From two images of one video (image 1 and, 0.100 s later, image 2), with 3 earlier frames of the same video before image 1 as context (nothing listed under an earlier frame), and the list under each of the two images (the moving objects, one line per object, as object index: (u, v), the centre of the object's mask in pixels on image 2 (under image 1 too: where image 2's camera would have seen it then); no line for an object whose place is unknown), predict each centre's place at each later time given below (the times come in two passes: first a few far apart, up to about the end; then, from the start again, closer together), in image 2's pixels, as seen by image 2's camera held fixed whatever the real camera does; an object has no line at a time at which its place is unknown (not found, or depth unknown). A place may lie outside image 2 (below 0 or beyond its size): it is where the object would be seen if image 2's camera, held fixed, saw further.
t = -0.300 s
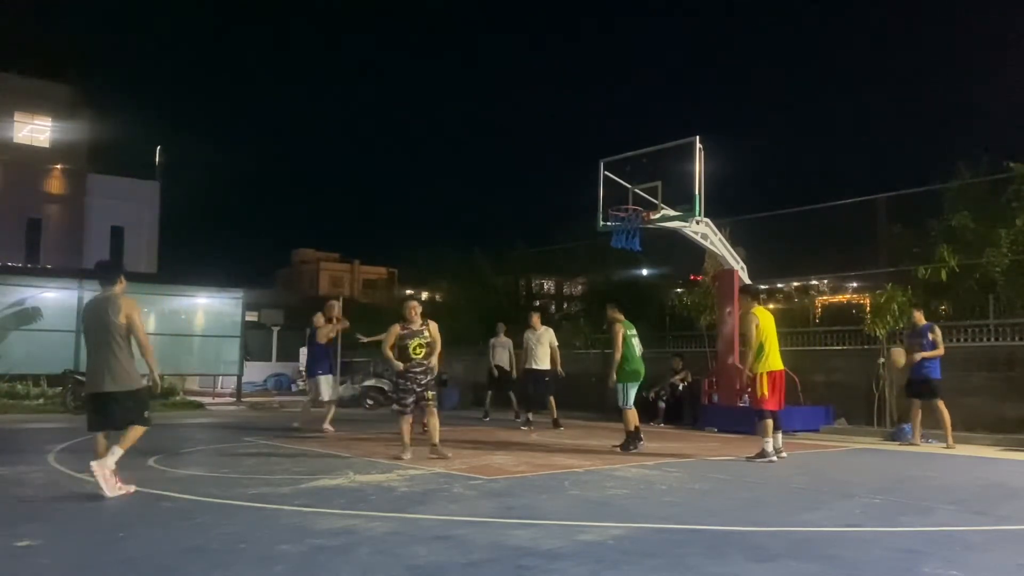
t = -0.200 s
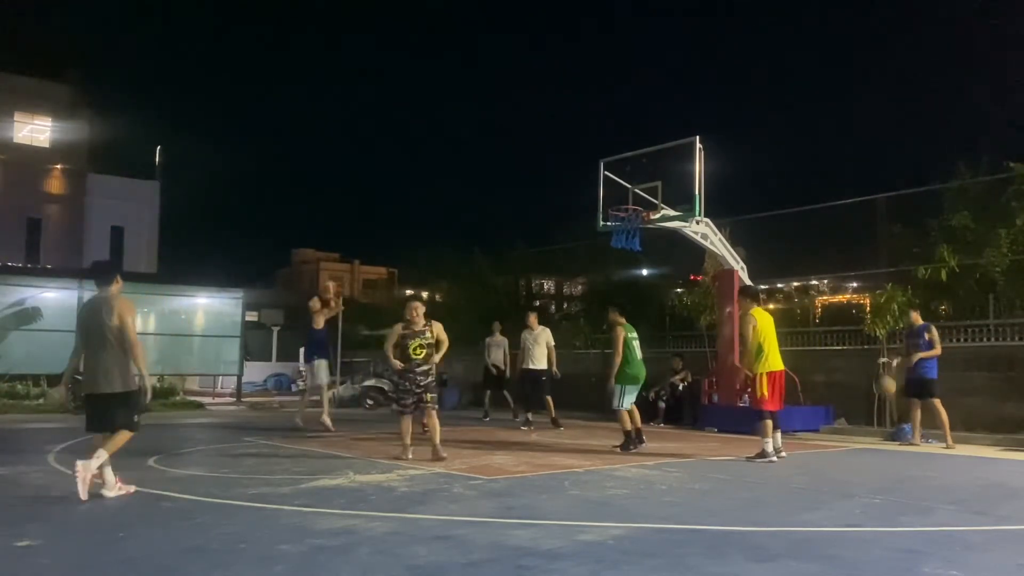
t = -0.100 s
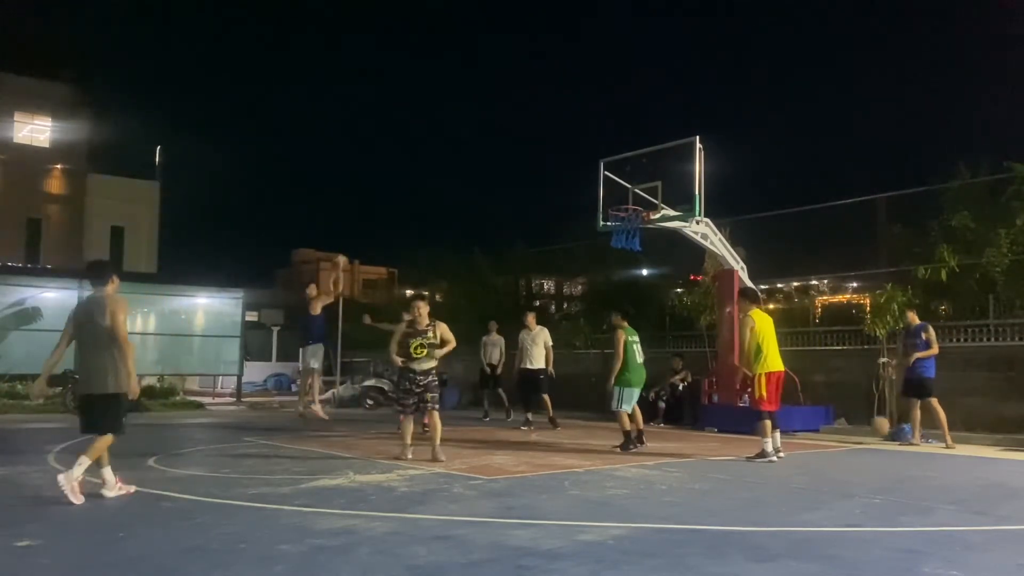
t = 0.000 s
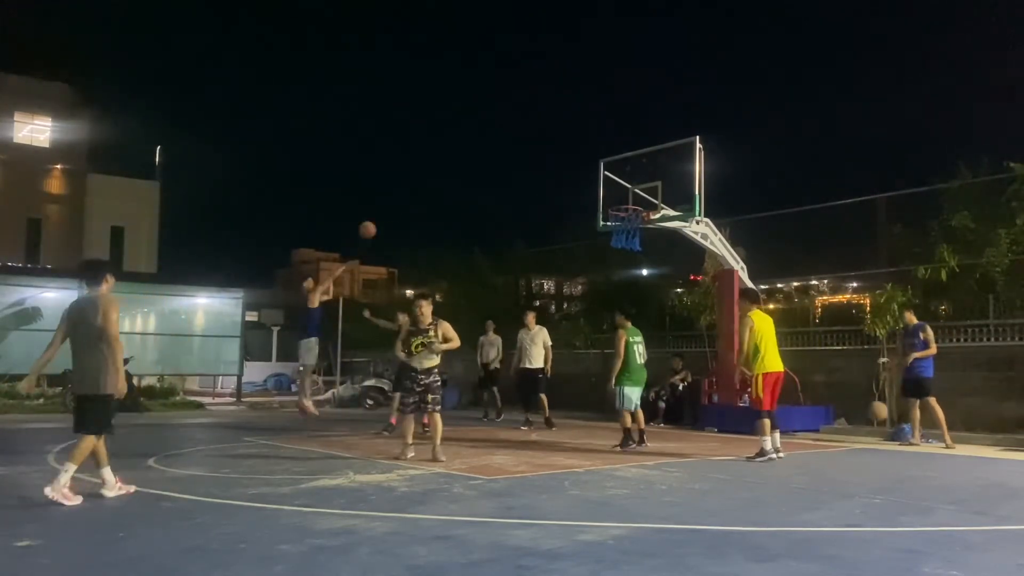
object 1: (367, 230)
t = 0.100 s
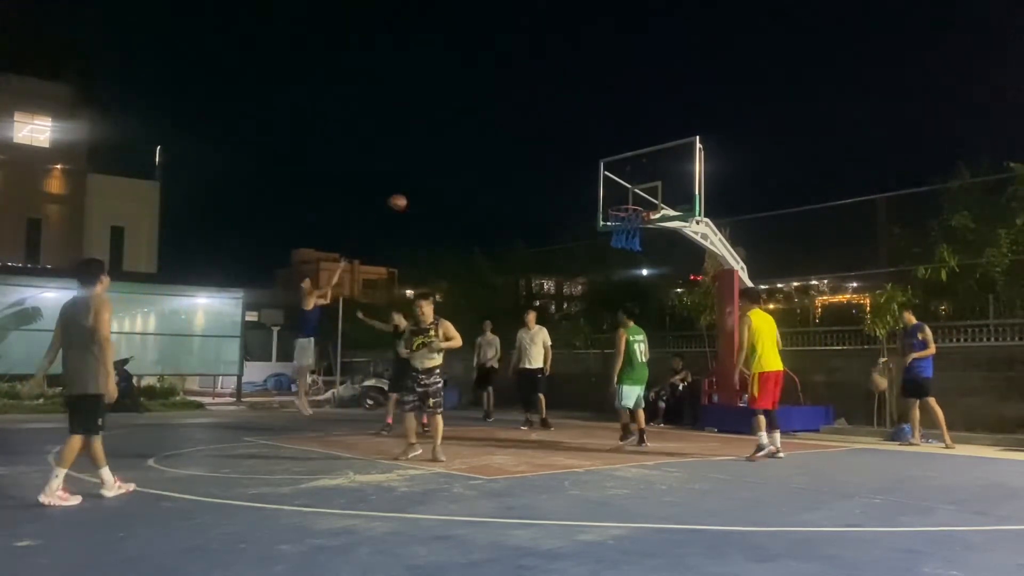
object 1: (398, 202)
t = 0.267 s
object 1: (449, 171)
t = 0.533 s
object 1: (528, 160)
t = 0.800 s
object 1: (611, 196)
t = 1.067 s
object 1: (630, 275)
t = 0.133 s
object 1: (408, 196)
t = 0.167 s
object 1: (418, 188)
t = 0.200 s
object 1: (429, 182)
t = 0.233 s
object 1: (438, 176)
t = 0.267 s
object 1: (449, 171)
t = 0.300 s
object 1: (459, 167)
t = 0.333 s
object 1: (469, 164)
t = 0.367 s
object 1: (478, 161)
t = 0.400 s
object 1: (488, 160)
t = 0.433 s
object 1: (499, 158)
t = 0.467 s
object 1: (509, 157)
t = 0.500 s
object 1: (518, 158)
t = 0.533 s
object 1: (528, 160)
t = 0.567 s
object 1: (539, 161)
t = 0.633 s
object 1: (559, 167)
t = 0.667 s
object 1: (570, 171)
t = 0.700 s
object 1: (579, 177)
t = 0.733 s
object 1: (589, 183)
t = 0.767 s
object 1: (600, 188)
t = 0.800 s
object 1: (611, 196)
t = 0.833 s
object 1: (621, 204)
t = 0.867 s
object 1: (631, 211)
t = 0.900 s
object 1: (632, 221)
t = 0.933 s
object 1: (632, 229)
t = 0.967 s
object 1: (635, 242)
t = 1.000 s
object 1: (633, 251)
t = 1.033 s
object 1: (629, 263)
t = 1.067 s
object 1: (630, 275)
